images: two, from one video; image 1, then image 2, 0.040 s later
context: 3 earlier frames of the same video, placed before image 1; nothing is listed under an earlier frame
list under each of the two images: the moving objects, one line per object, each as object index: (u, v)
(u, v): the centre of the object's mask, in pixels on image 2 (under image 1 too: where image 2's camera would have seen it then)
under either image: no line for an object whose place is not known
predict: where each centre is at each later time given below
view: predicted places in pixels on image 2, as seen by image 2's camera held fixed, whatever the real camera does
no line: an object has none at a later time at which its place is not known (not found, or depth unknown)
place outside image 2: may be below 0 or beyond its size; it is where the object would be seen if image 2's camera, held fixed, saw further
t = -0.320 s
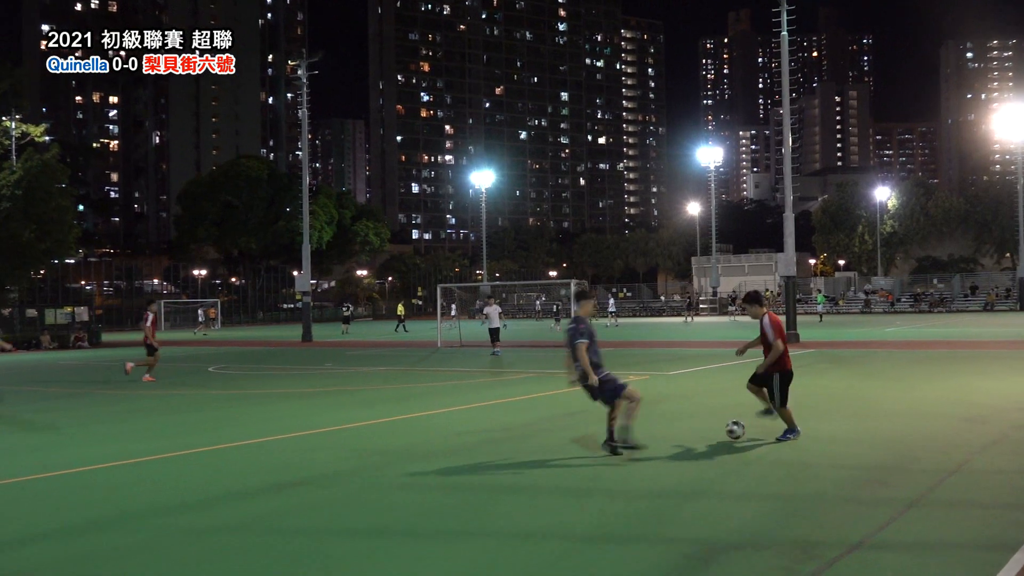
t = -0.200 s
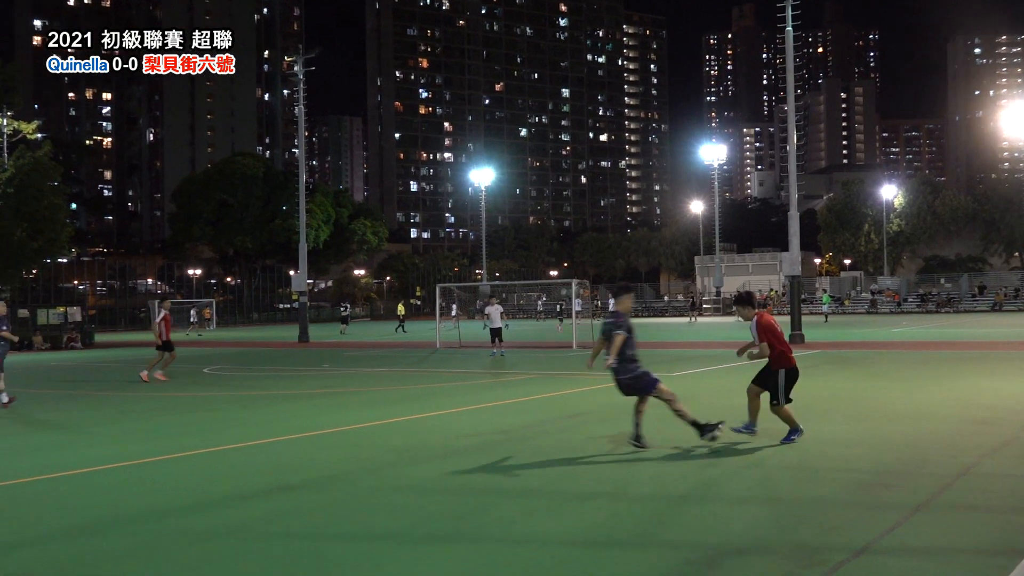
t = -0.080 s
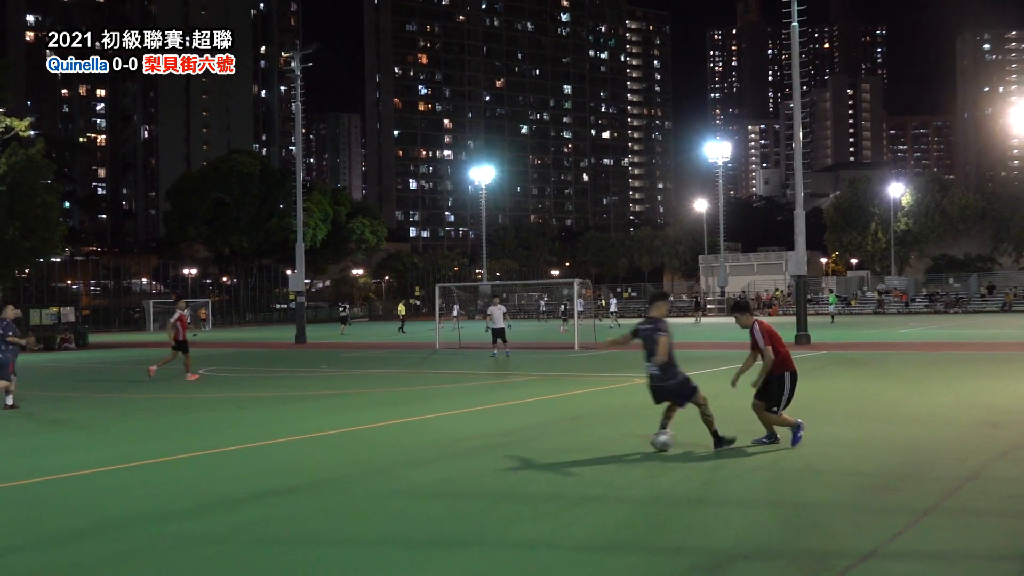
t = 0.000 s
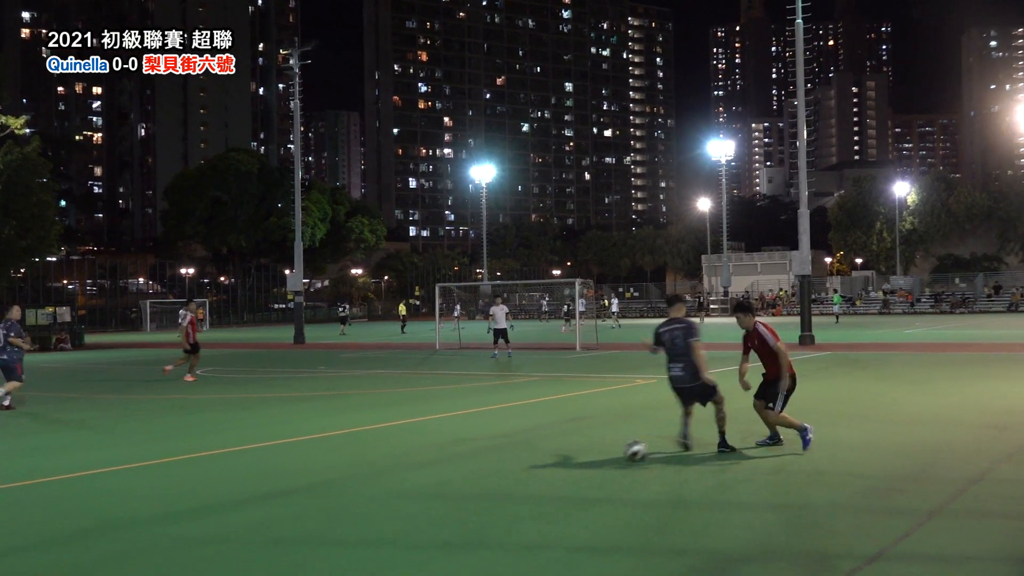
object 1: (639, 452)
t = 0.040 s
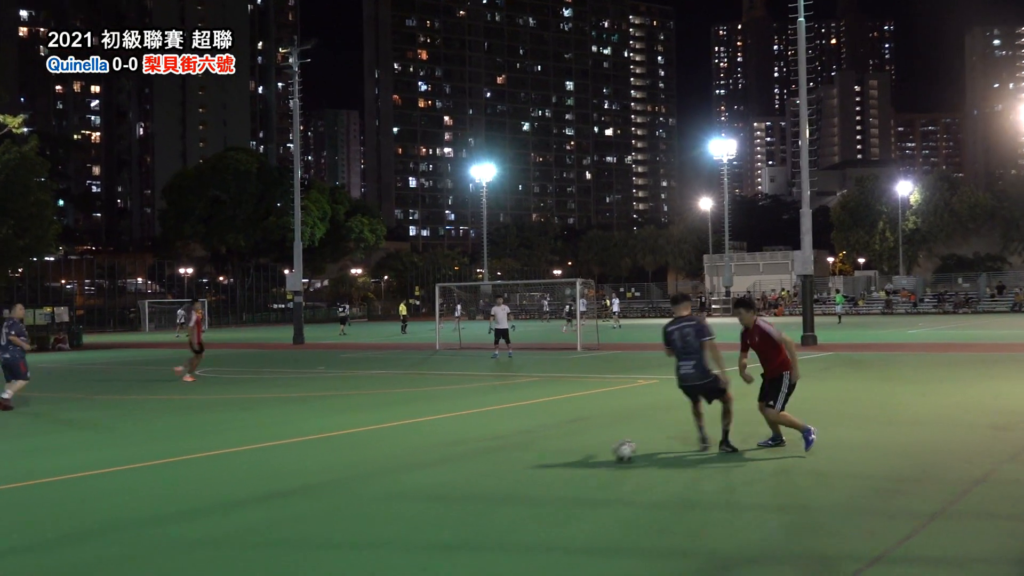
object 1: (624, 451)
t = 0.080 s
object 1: (613, 449)
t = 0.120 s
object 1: (599, 448)
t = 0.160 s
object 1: (587, 450)
